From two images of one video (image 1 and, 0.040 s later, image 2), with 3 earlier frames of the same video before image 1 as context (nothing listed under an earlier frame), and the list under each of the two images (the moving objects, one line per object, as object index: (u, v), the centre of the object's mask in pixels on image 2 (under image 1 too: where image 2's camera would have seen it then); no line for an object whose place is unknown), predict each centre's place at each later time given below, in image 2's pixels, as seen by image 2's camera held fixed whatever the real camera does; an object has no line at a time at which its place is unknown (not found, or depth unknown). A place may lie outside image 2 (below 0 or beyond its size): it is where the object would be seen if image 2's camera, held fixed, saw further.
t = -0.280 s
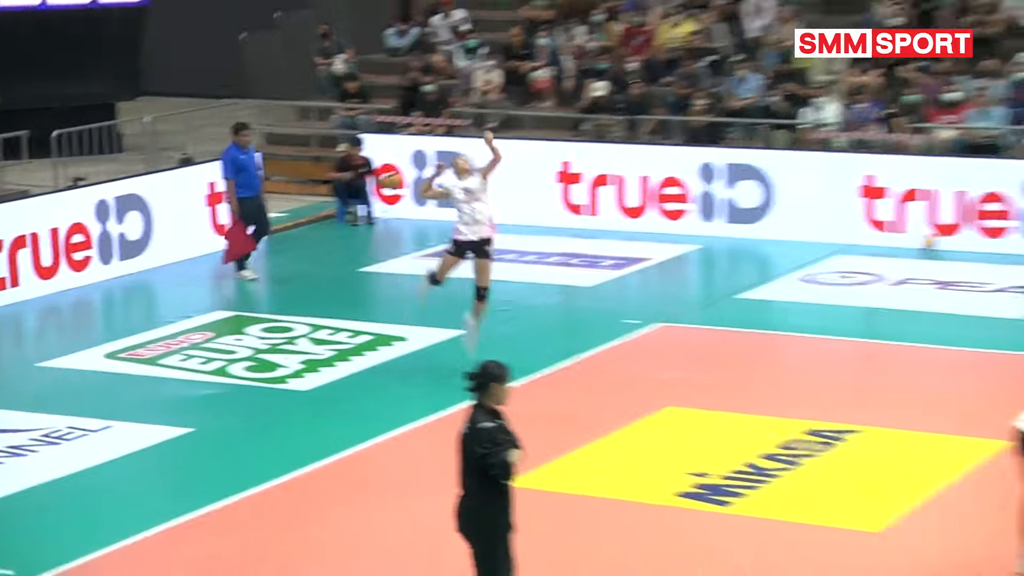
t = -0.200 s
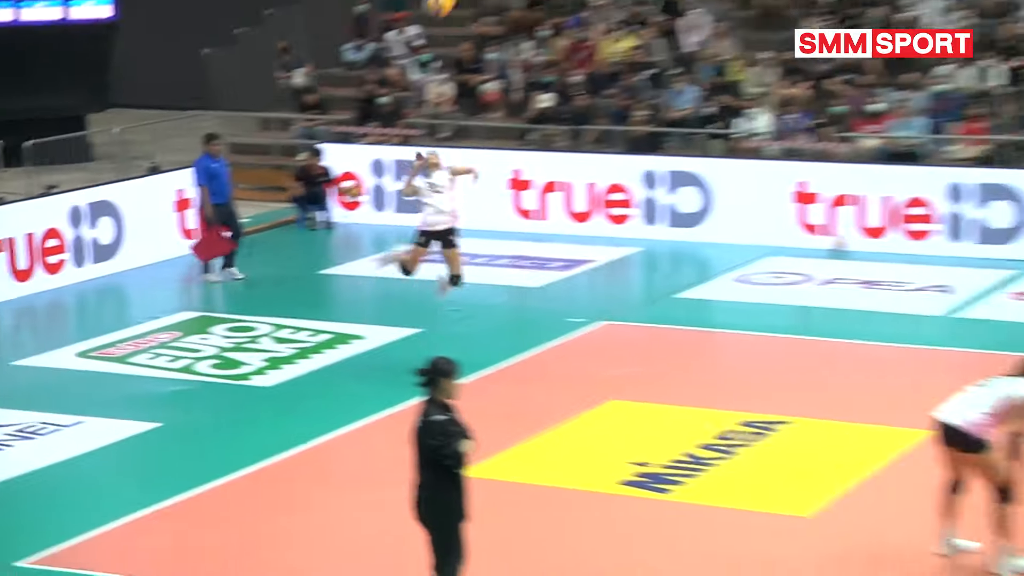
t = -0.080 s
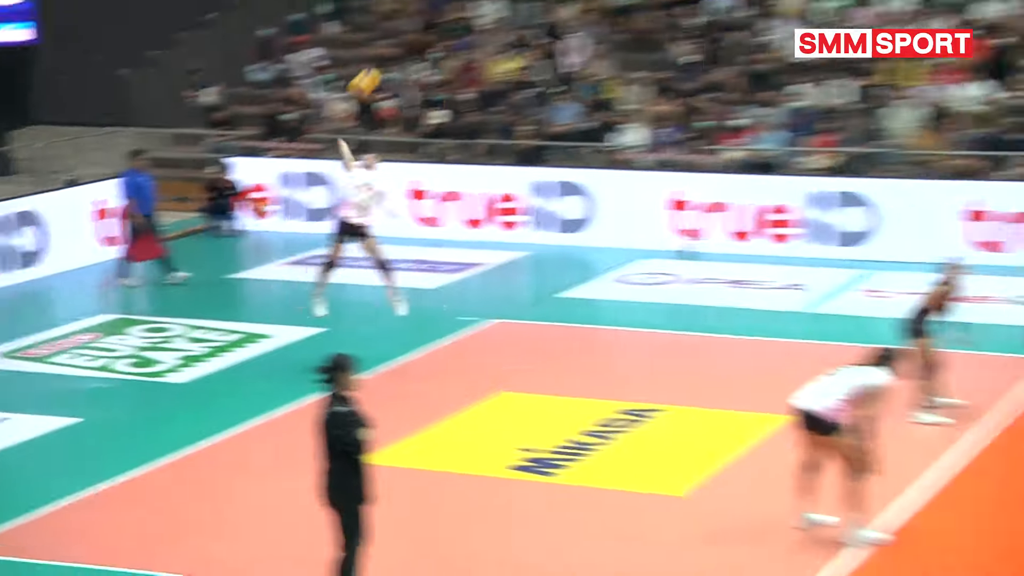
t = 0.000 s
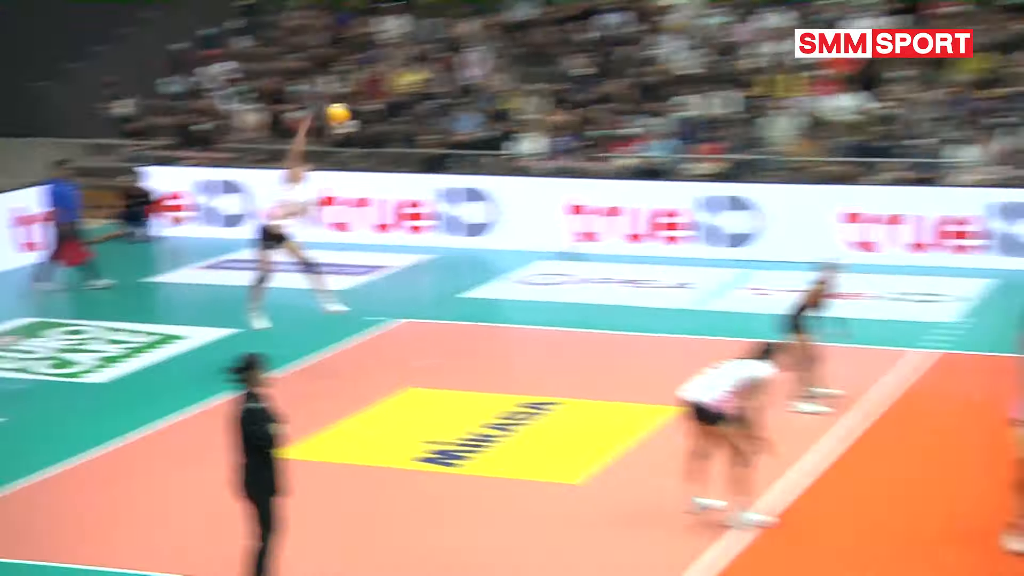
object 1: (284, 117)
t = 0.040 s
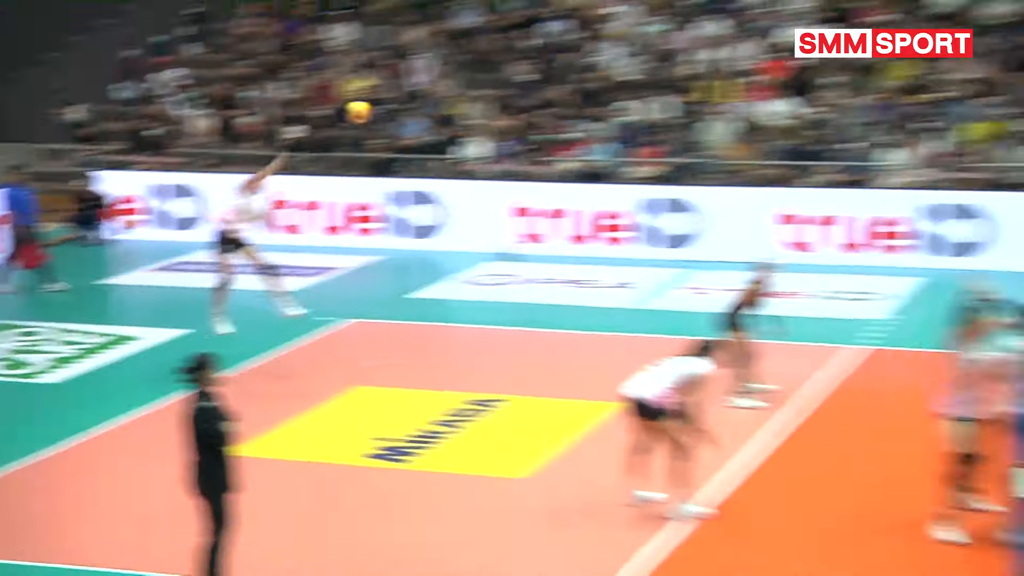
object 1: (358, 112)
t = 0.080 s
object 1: (432, 107)
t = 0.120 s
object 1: (510, 105)
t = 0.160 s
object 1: (584, 102)
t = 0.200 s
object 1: (660, 102)
